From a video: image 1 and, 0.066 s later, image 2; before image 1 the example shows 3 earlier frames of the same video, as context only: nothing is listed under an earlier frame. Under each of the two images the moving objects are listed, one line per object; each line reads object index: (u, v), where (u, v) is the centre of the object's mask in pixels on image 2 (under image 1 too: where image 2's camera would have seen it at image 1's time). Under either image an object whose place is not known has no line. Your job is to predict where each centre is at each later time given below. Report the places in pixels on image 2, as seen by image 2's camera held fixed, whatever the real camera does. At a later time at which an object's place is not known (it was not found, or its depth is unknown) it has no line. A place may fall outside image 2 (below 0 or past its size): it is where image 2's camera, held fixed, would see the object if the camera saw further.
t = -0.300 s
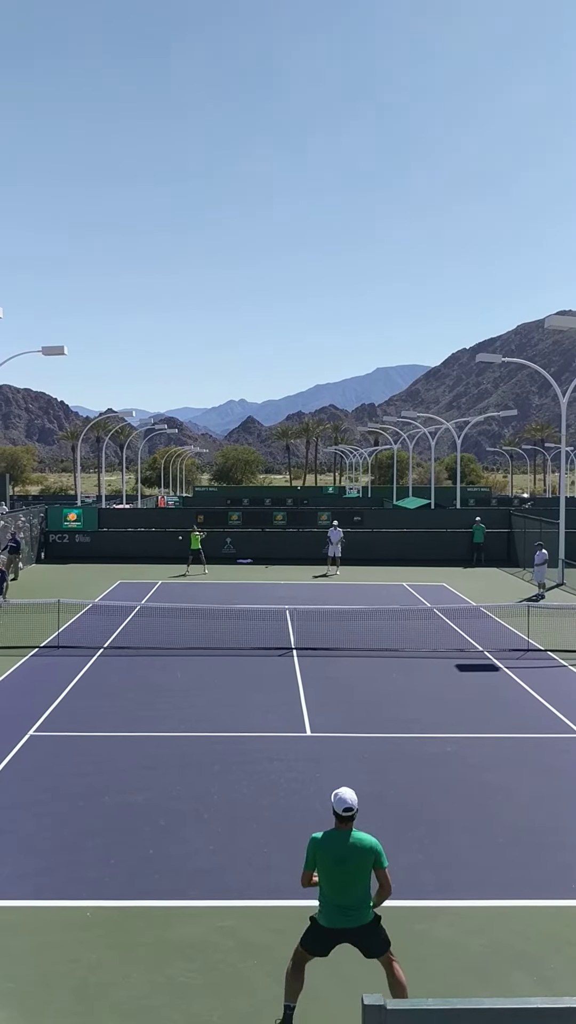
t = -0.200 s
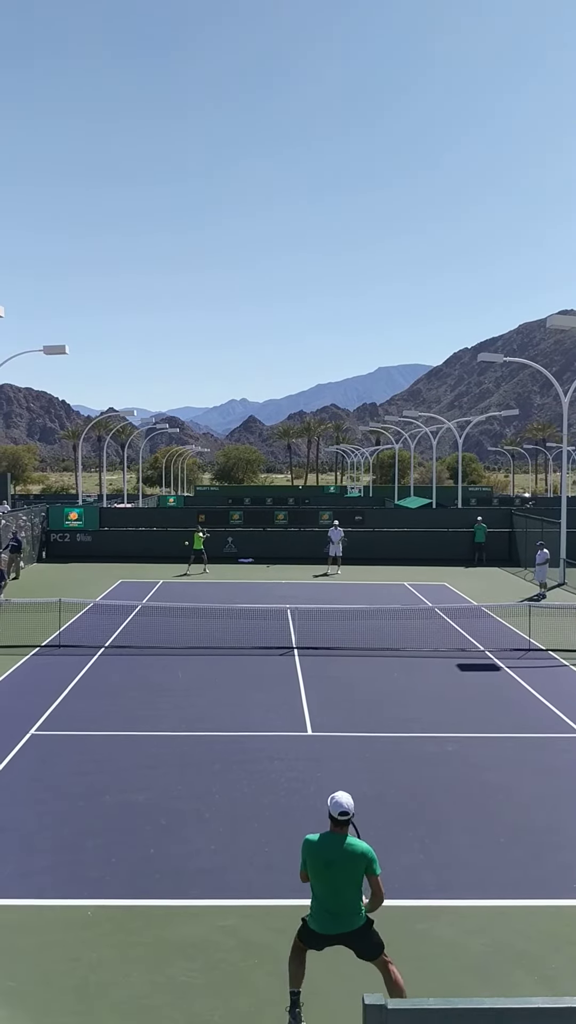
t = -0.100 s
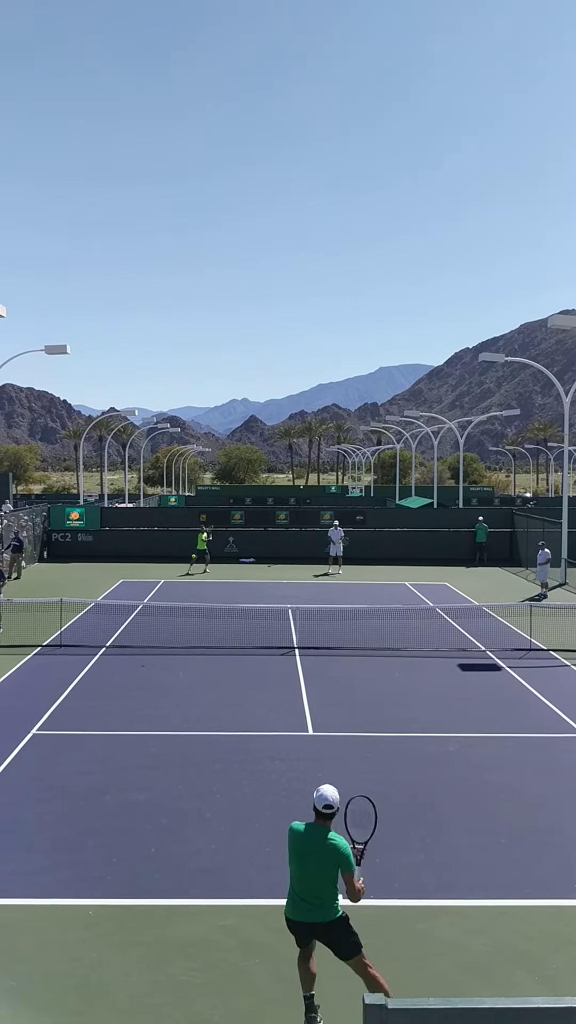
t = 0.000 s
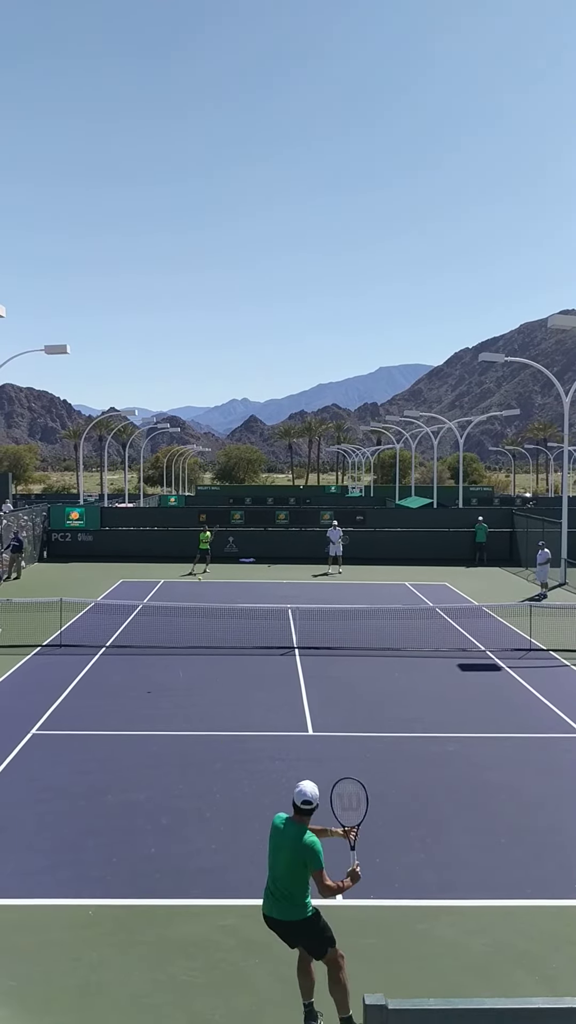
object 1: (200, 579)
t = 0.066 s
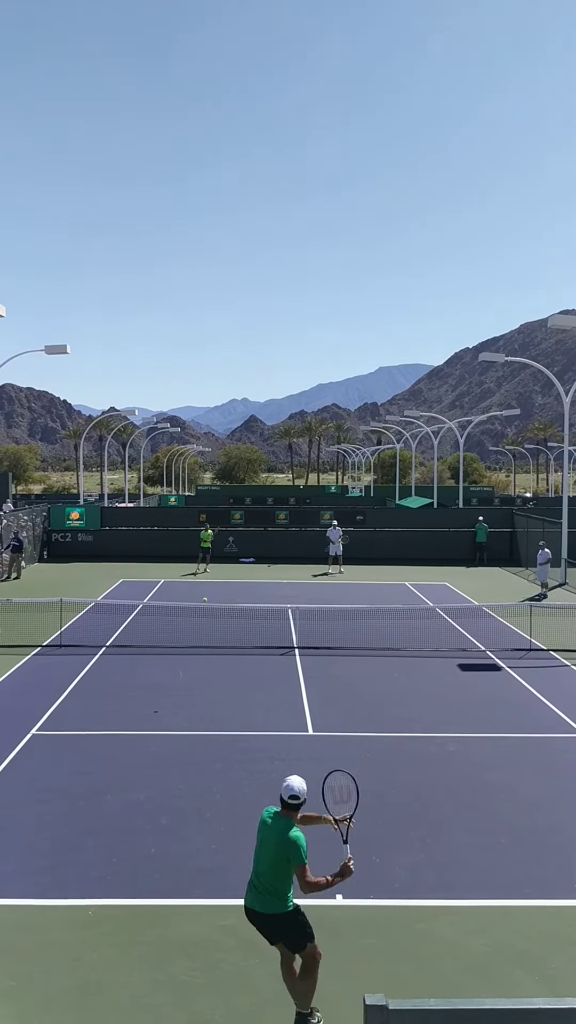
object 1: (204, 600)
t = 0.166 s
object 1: (212, 645)
